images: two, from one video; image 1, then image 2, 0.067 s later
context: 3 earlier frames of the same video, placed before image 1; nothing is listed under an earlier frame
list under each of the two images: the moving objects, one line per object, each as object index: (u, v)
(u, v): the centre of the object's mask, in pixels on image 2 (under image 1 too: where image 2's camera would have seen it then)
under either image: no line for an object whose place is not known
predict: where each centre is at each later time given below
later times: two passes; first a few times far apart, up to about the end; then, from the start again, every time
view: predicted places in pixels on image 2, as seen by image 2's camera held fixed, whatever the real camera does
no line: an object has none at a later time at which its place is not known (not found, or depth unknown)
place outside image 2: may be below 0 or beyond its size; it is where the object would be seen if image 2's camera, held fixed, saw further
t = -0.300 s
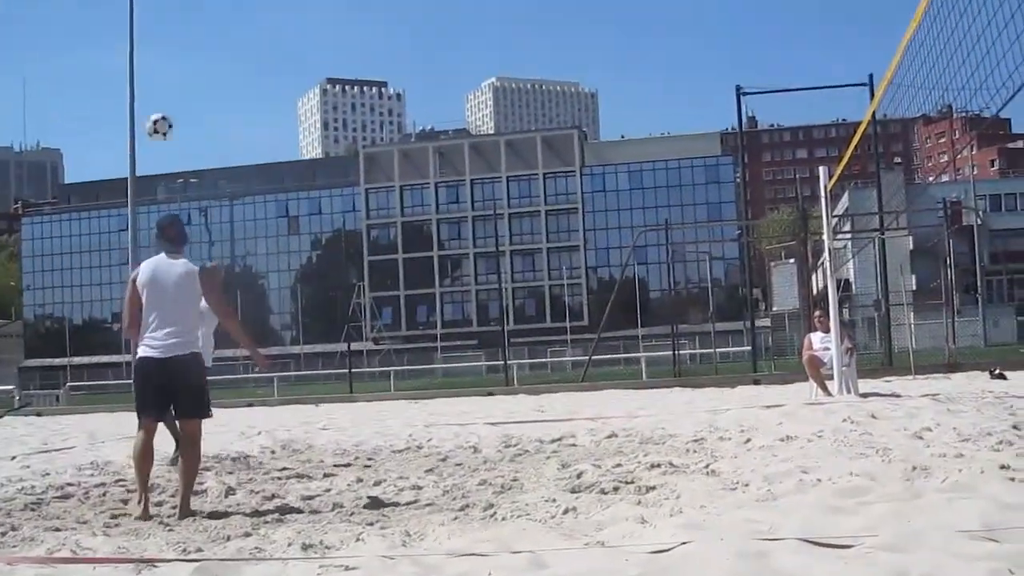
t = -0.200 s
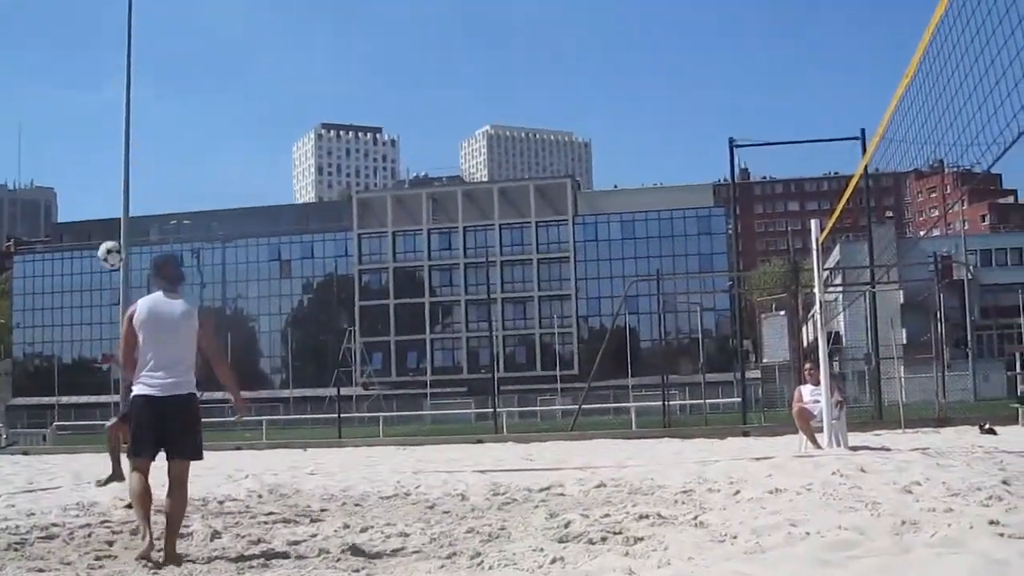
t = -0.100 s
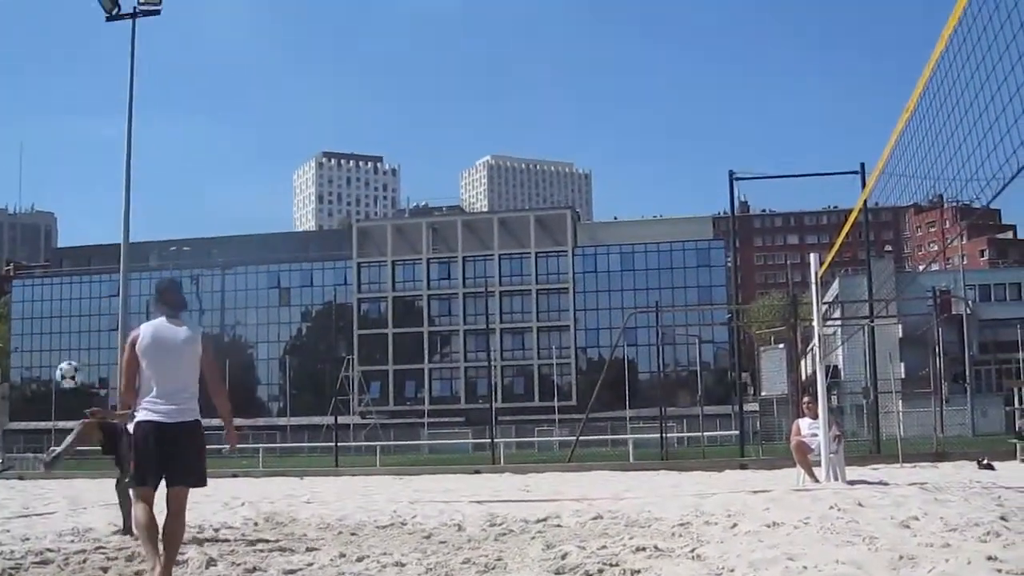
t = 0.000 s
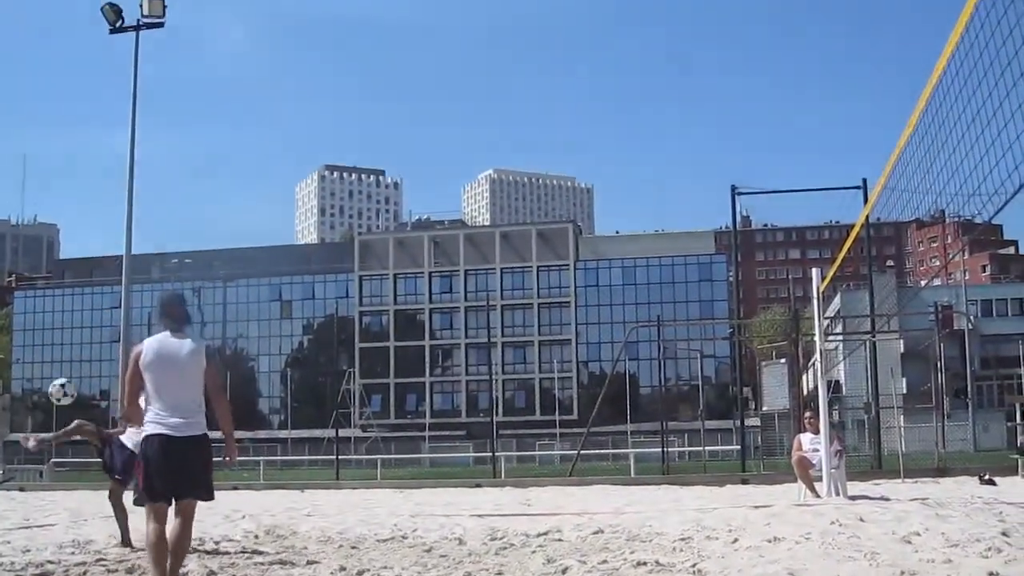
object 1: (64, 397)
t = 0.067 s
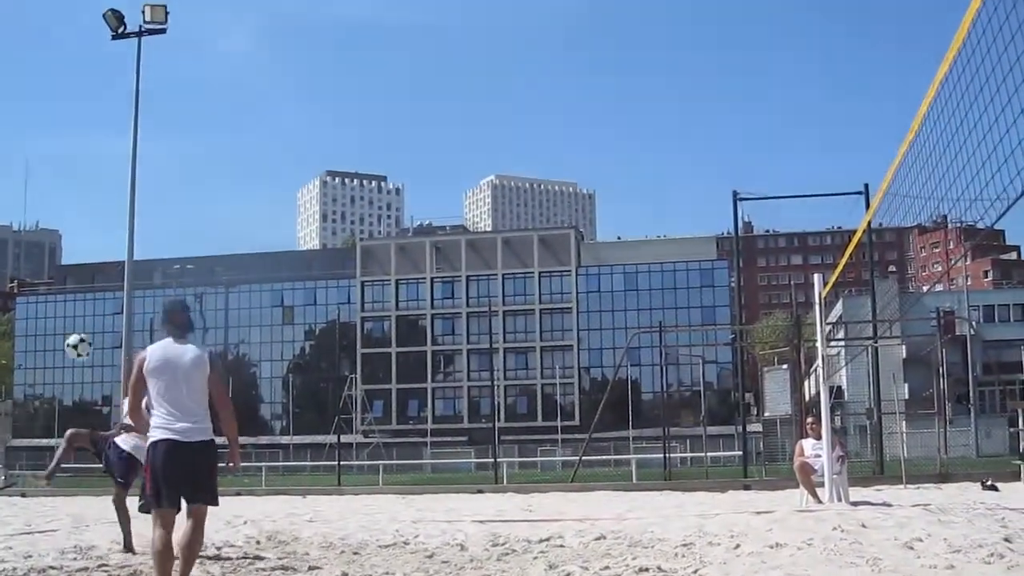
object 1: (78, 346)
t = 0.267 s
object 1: (126, 218)
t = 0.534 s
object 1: (201, 107)
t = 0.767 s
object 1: (280, 80)
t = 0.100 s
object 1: (86, 323)
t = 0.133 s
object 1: (93, 299)
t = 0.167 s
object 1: (101, 278)
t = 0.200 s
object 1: (109, 257)
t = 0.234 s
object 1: (117, 236)
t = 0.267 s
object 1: (126, 218)
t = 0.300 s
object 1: (135, 199)
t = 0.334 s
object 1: (144, 183)
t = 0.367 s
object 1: (153, 166)
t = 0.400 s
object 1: (161, 152)
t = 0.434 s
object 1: (171, 139)
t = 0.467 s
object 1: (182, 127)
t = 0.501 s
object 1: (191, 116)
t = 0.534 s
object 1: (201, 107)
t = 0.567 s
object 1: (211, 98)
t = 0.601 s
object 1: (223, 90)
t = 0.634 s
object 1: (233, 85)
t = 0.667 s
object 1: (244, 81)
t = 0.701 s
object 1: (257, 79)
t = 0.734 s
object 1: (268, 79)
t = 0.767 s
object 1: (280, 80)
